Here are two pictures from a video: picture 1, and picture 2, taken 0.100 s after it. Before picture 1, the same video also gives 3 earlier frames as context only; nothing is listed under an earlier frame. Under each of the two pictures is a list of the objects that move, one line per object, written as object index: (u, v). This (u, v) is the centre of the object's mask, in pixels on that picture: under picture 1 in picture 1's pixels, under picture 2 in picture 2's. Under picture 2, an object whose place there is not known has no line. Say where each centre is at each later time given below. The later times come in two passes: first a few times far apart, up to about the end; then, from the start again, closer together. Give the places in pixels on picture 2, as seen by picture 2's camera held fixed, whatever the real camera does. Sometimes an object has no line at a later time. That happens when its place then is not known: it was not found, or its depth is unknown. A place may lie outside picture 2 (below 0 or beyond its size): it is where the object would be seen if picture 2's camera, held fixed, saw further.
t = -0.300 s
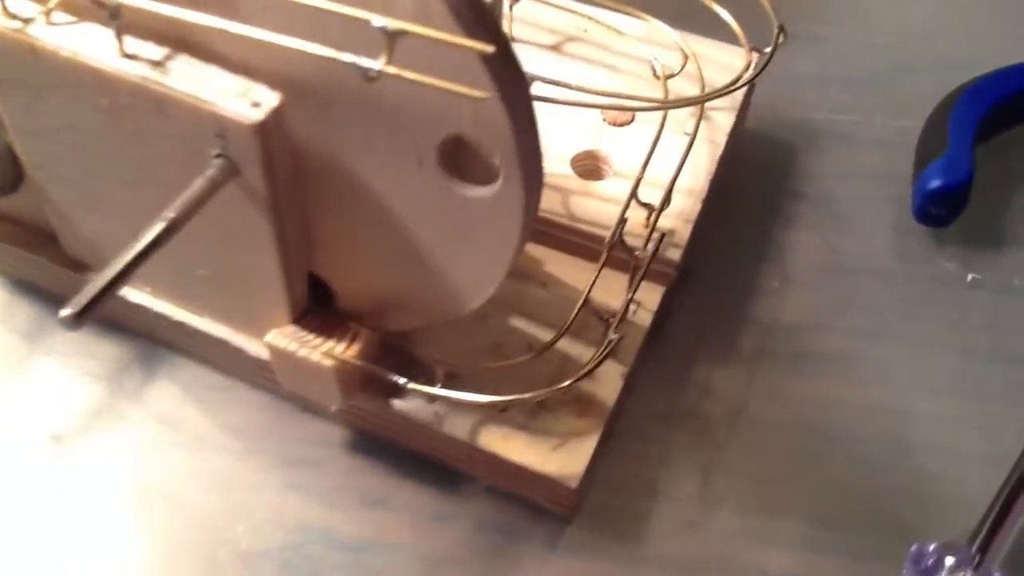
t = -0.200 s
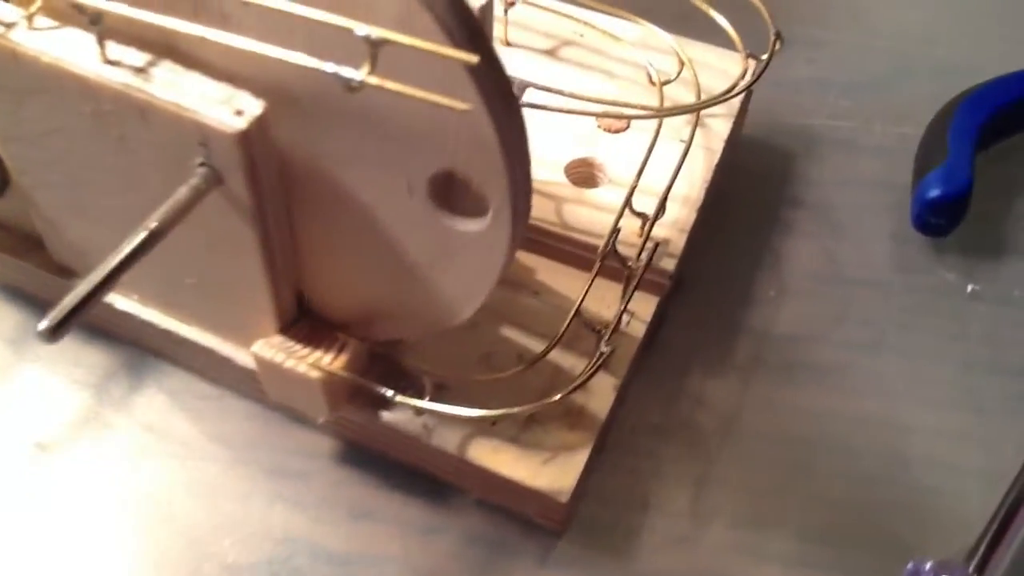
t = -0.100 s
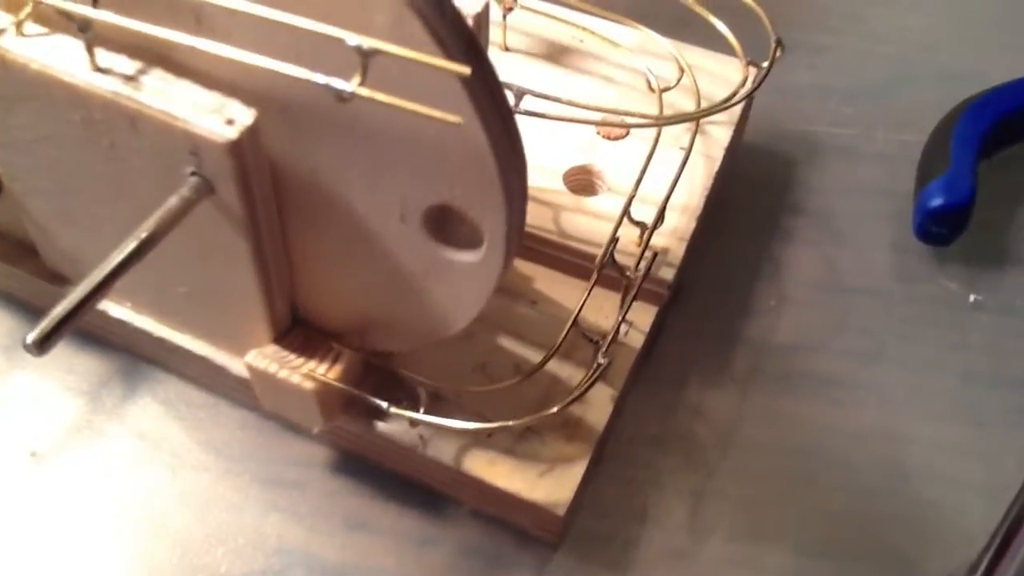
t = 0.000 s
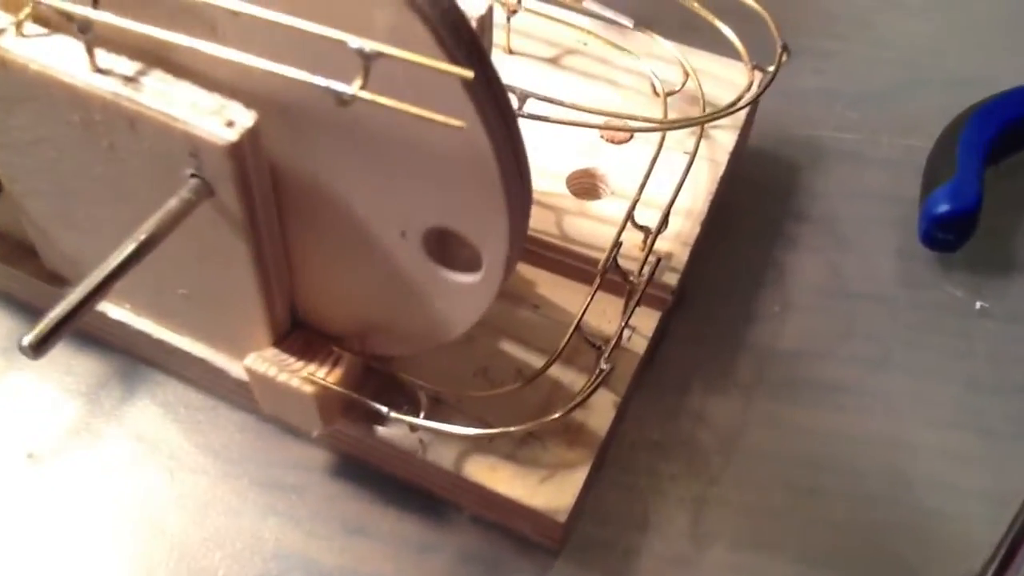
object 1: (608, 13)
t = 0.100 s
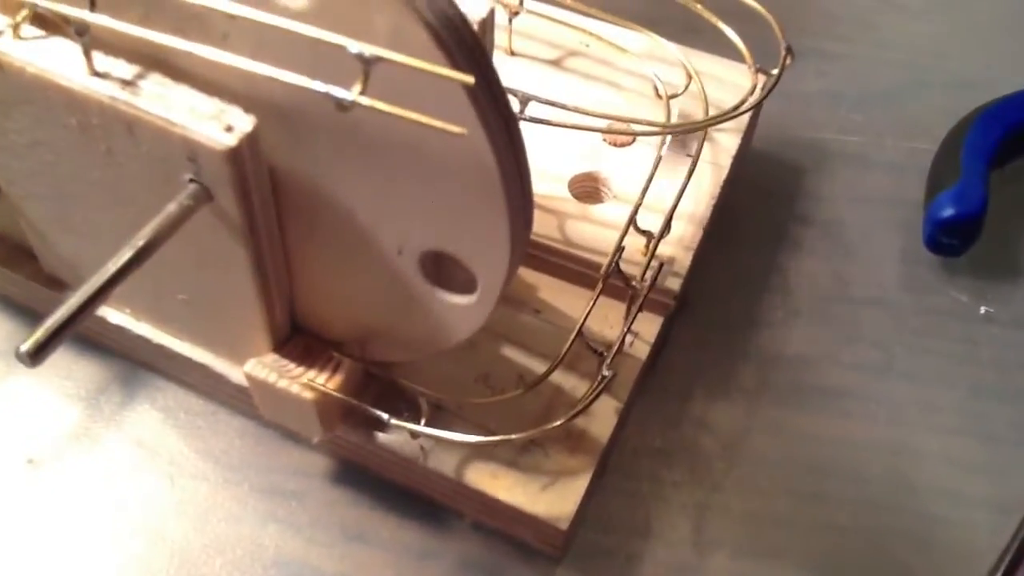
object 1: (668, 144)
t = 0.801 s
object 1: (303, 333)
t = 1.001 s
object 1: (310, 327)
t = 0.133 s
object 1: (658, 178)
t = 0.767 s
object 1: (304, 332)
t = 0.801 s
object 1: (303, 333)
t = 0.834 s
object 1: (303, 333)
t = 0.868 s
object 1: (303, 332)
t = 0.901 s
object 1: (303, 332)
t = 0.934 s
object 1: (304, 331)
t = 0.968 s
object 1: (307, 329)
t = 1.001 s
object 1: (310, 327)
